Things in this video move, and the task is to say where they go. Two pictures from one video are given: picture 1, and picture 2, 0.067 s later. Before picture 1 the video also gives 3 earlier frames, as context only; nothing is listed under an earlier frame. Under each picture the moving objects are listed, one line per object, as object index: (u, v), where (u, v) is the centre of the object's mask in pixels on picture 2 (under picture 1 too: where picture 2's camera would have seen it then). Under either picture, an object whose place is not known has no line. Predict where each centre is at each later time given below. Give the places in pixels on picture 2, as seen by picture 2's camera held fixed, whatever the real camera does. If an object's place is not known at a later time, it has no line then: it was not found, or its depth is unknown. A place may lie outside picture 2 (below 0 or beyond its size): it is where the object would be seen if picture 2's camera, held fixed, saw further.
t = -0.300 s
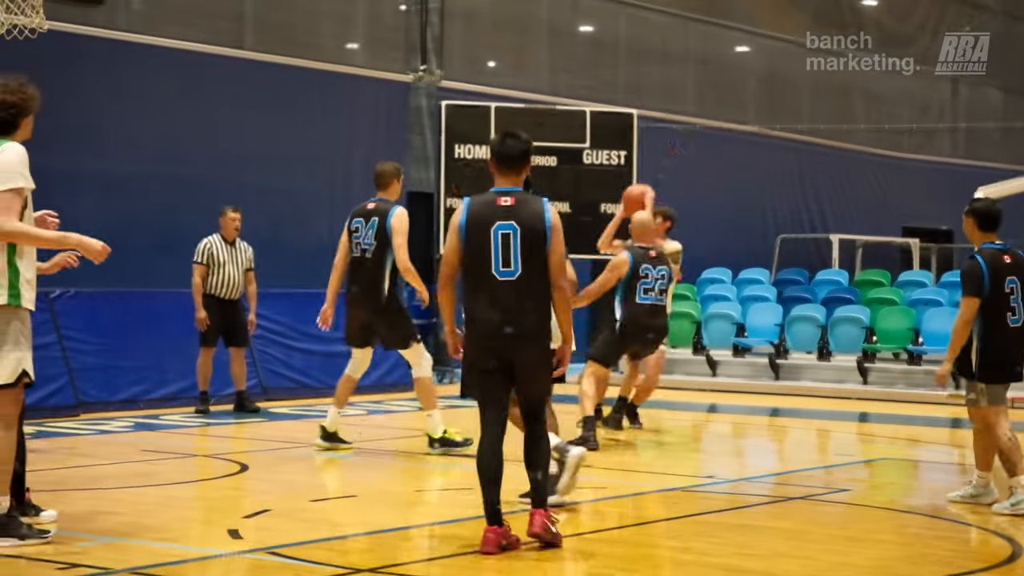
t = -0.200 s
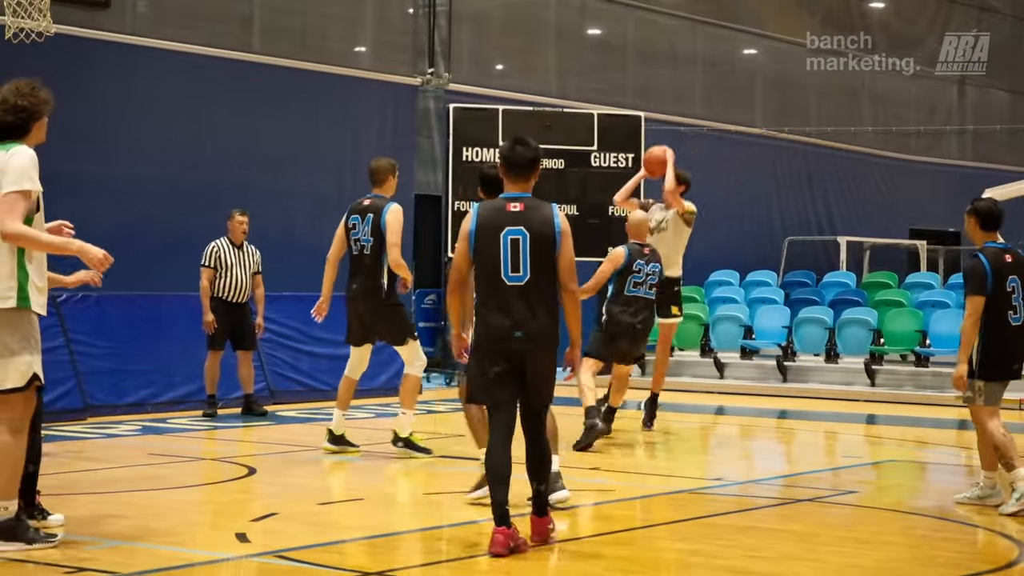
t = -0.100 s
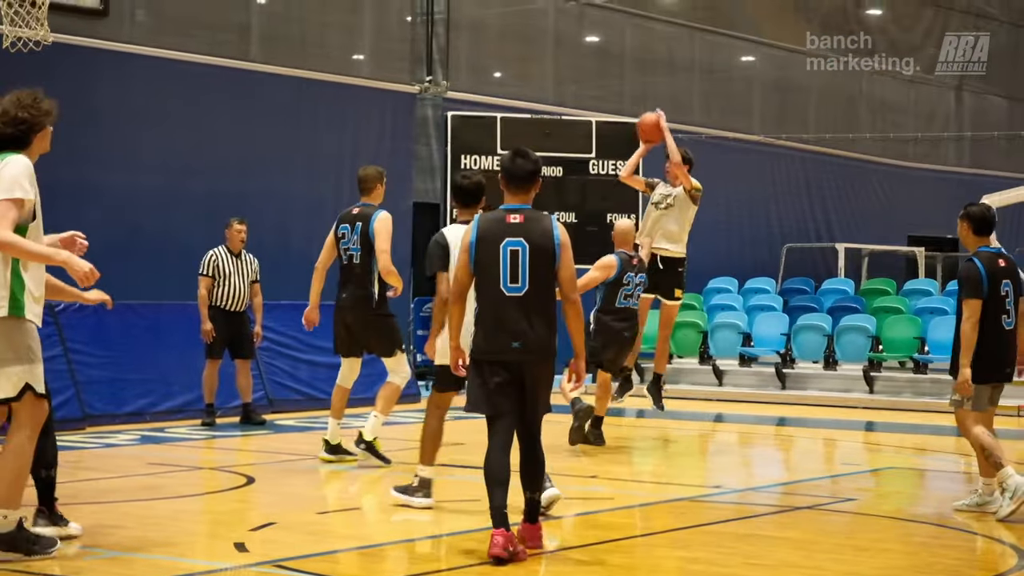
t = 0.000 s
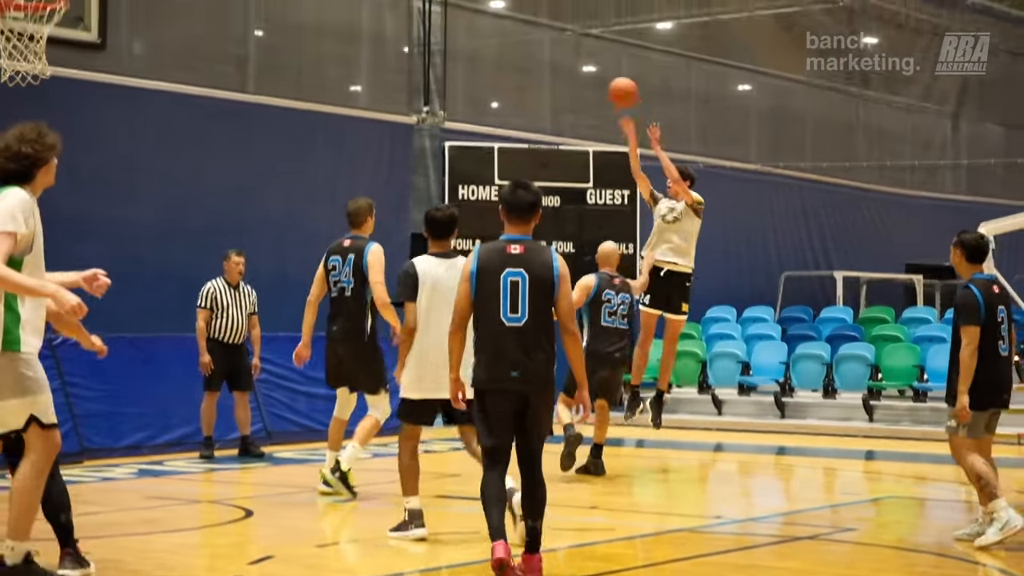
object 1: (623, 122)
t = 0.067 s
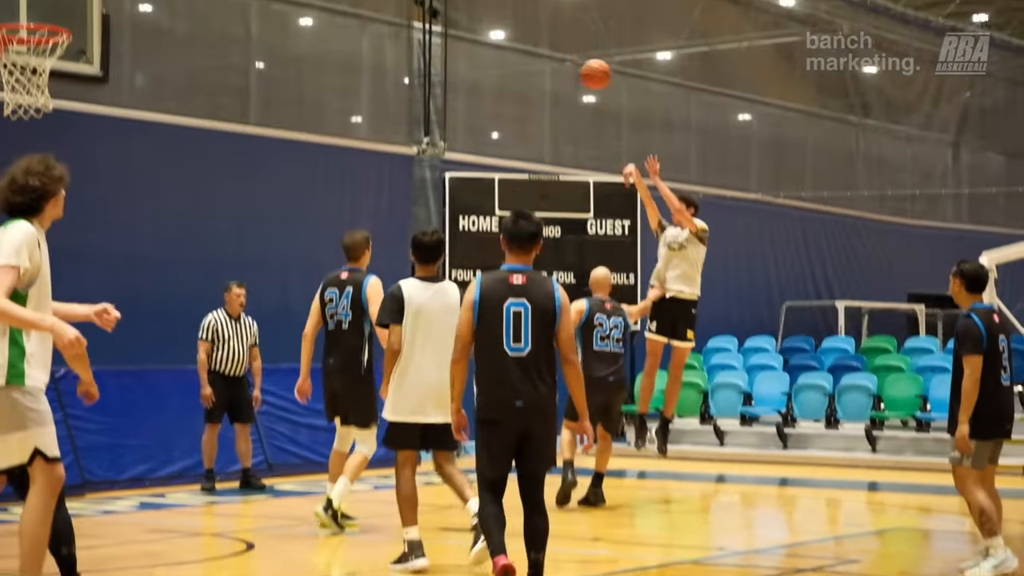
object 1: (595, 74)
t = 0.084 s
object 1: (588, 63)
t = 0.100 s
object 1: (581, 52)
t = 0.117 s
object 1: (574, 41)
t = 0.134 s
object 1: (567, 30)
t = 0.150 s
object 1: (560, 20)
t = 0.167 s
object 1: (553, 10)
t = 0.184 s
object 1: (545, 0)
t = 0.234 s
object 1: (522, -28)
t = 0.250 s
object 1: (515, -35)
